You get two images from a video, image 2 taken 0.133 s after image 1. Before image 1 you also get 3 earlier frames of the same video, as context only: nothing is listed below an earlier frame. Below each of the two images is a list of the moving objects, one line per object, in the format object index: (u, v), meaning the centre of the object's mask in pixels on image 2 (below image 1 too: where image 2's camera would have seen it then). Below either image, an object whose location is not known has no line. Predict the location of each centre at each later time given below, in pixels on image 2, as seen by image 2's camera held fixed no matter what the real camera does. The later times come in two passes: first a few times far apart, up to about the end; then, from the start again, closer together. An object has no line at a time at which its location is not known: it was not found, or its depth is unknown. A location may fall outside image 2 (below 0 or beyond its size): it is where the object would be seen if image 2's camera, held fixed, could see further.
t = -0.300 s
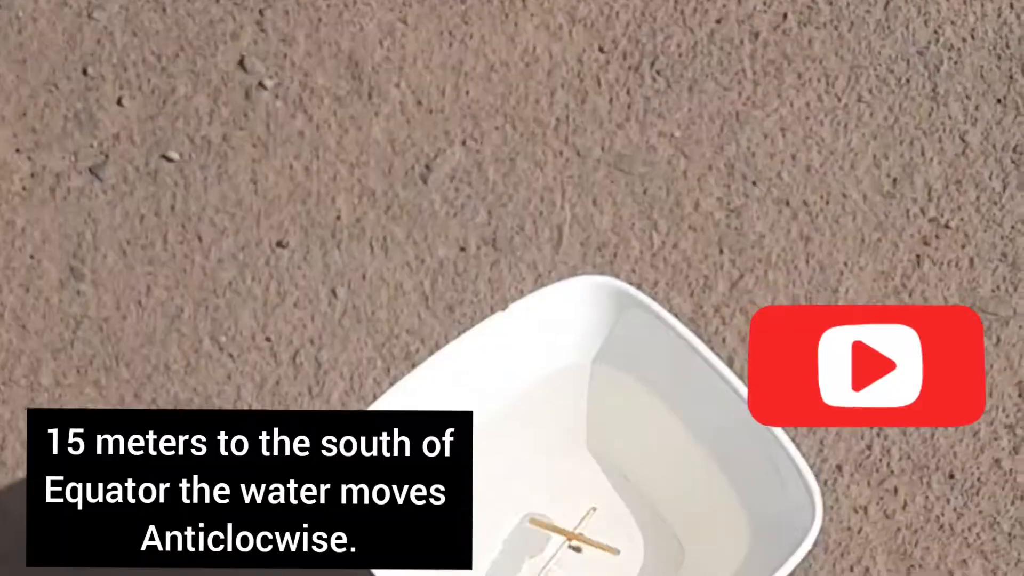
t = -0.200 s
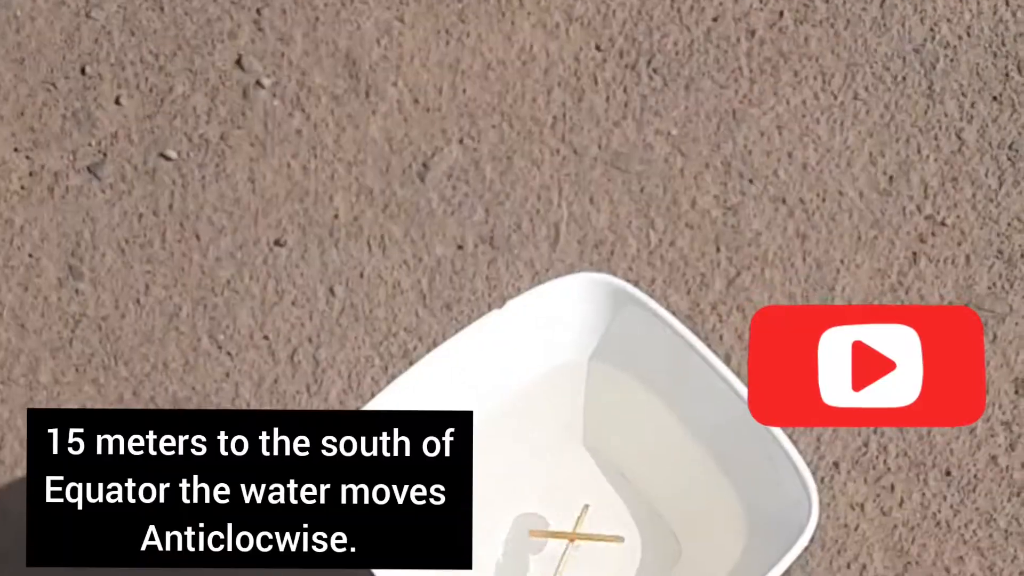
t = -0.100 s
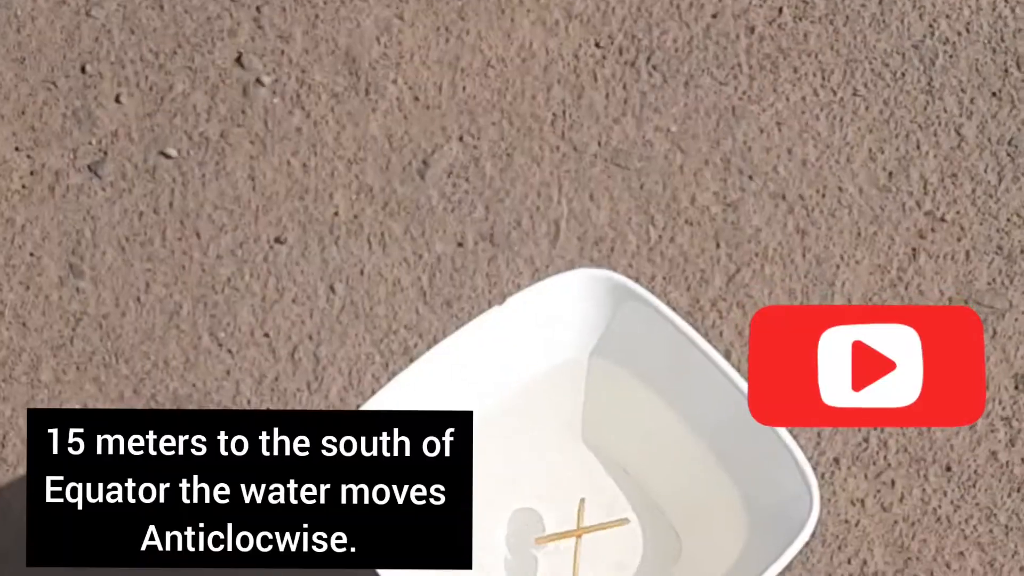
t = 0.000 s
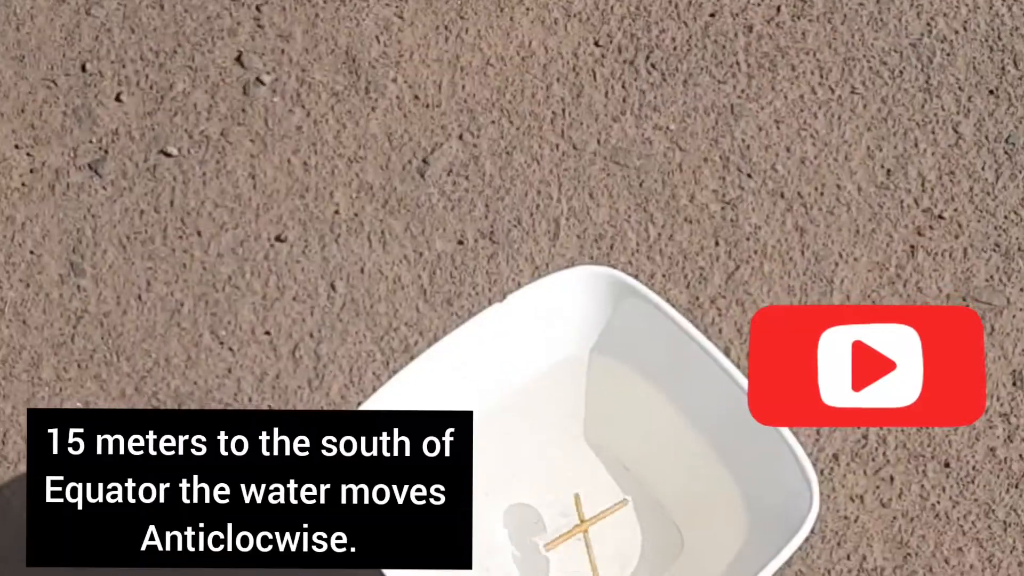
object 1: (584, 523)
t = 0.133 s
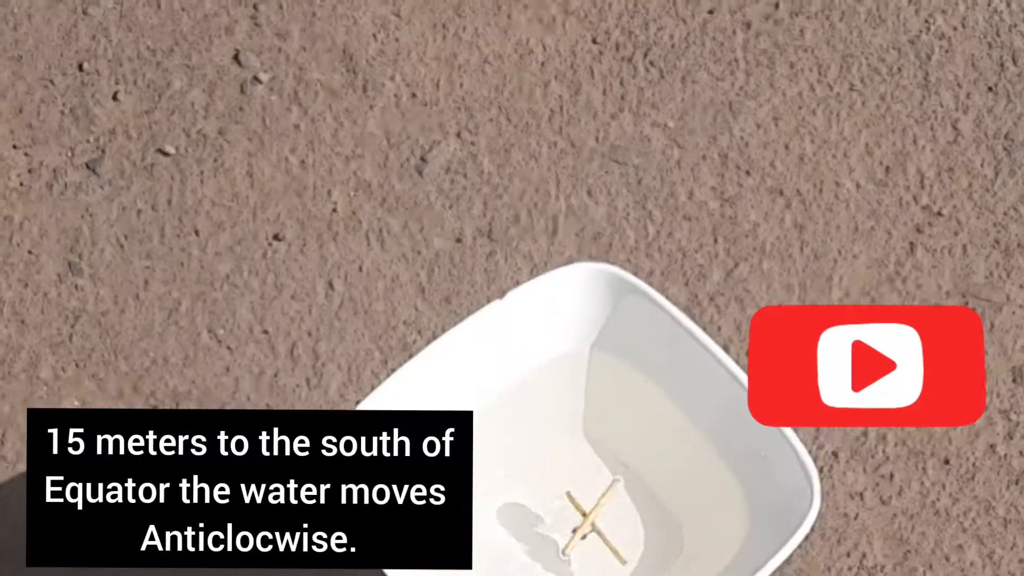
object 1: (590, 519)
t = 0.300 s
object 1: (597, 517)
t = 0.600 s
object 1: (601, 501)
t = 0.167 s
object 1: (590, 518)
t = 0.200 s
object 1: (592, 518)
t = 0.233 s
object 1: (594, 517)
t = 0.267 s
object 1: (595, 517)
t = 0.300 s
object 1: (597, 517)
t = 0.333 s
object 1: (599, 515)
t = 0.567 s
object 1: (601, 503)
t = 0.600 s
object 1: (601, 501)
